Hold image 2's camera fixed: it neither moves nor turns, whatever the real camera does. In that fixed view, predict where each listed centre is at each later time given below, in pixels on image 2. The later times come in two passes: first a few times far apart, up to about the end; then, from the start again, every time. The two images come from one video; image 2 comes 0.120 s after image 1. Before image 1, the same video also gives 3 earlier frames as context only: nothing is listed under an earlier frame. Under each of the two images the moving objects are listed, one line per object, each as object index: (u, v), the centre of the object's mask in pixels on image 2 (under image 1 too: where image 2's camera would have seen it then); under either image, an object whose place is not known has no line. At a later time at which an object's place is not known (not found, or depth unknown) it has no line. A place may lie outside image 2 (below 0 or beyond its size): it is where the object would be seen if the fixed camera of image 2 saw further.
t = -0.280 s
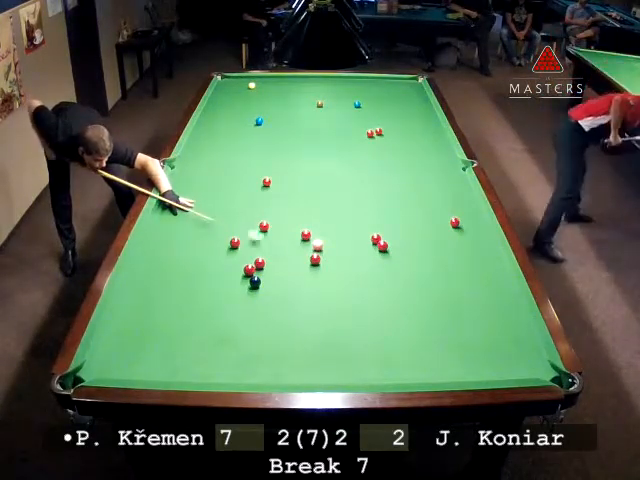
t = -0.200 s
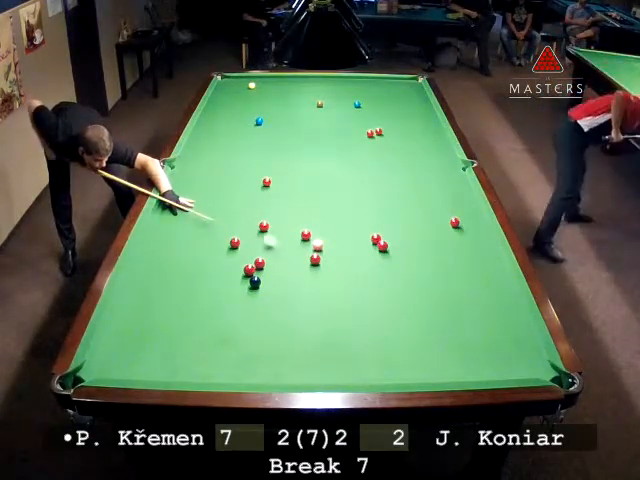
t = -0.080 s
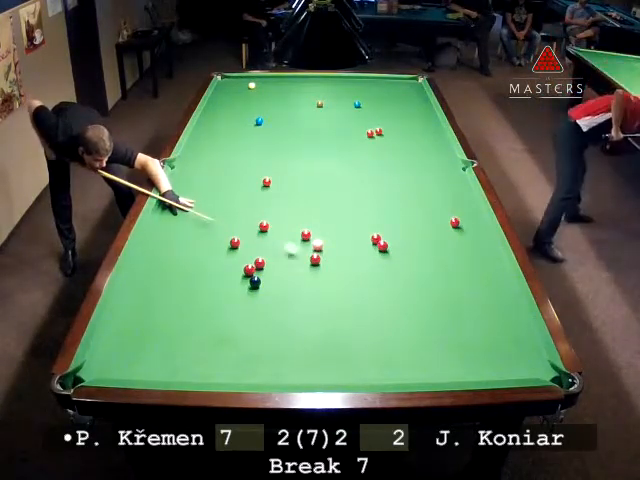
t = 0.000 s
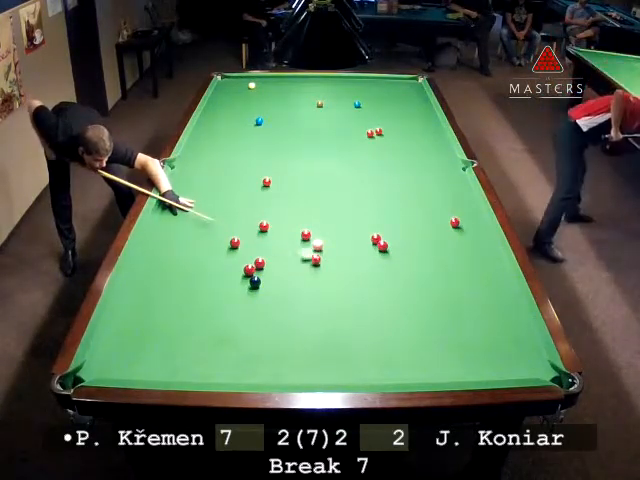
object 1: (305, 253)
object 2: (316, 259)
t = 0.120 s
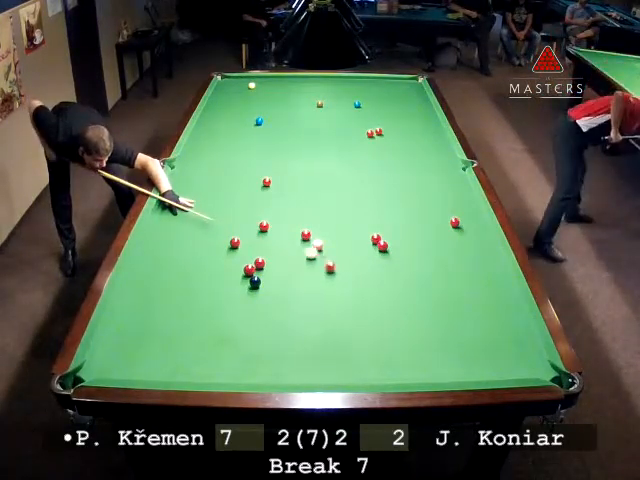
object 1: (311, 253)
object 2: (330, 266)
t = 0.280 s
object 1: (319, 253)
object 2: (346, 275)
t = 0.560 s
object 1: (331, 253)
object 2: (375, 290)
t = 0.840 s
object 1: (343, 253)
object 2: (403, 305)
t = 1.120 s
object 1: (354, 252)
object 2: (431, 319)
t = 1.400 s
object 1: (360, 252)
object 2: (459, 332)
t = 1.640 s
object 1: (366, 251)
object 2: (481, 344)
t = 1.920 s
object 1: (370, 251)
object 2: (506, 356)
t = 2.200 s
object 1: (373, 251)
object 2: (529, 366)
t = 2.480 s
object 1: (373, 251)
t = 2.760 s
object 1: (373, 251)
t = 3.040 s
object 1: (373, 251)
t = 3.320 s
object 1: (373, 251)
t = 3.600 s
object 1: (373, 251)
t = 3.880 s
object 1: (373, 251)
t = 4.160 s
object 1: (373, 251)
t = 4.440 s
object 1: (373, 251)
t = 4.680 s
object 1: (373, 251)
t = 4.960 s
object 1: (373, 251)
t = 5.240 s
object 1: (373, 251)
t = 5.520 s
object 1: (373, 251)
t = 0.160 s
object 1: (313, 253)
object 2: (334, 269)
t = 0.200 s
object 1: (315, 253)
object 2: (338, 271)
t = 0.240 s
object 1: (316, 253)
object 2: (342, 273)
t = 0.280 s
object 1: (319, 253)
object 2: (346, 275)
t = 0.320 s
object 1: (321, 253)
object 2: (350, 278)
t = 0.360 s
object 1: (322, 254)
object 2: (354, 280)
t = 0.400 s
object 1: (325, 253)
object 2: (358, 282)
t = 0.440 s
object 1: (327, 253)
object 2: (362, 284)
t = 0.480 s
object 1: (329, 254)
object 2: (366, 286)
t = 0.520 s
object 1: (330, 253)
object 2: (370, 288)
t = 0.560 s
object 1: (331, 253)
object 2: (375, 290)
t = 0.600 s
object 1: (334, 253)
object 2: (379, 293)
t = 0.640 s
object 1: (336, 253)
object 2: (383, 294)
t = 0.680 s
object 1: (337, 253)
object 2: (387, 297)
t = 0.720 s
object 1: (339, 252)
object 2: (391, 298)
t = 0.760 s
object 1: (340, 253)
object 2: (395, 301)
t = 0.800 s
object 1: (343, 253)
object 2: (399, 303)
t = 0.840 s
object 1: (343, 253)
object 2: (403, 305)
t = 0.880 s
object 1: (345, 253)
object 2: (407, 307)
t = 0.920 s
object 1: (345, 252)
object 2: (411, 309)
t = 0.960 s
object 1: (348, 253)
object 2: (415, 311)
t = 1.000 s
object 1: (349, 252)
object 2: (419, 313)
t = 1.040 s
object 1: (352, 252)
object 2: (423, 315)
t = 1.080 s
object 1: (353, 252)
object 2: (427, 317)
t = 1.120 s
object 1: (354, 252)
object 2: (431, 319)
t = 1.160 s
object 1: (355, 252)
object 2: (435, 321)
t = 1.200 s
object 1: (355, 252)
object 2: (439, 323)
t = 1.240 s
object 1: (357, 252)
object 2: (443, 325)
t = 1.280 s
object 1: (358, 252)
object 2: (447, 327)
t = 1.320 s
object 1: (359, 252)
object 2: (451, 329)
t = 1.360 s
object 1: (360, 252)
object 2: (455, 331)
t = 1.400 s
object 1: (360, 252)
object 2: (459, 332)
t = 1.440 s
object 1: (360, 252)
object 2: (462, 334)
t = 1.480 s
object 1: (362, 252)
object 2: (466, 336)
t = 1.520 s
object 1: (363, 252)
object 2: (470, 338)
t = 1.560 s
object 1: (364, 252)
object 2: (474, 340)
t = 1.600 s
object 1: (365, 252)
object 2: (478, 342)
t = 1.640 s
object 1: (366, 251)
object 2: (481, 344)
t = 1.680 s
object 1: (367, 251)
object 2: (485, 346)
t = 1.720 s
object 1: (368, 252)
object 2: (489, 347)
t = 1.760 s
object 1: (368, 251)
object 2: (492, 349)
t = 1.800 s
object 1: (369, 252)
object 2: (496, 351)
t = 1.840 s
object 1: (369, 252)
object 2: (499, 353)
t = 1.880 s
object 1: (370, 251)
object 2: (503, 354)
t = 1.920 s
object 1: (370, 251)
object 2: (506, 356)
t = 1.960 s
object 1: (370, 251)
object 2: (510, 358)
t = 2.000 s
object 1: (371, 251)
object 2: (513, 359)
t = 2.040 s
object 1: (371, 251)
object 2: (516, 361)
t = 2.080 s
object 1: (371, 251)
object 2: (520, 362)
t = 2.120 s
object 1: (372, 251)
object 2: (523, 364)
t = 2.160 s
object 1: (373, 251)
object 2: (526, 365)
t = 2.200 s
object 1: (373, 251)
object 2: (529, 366)
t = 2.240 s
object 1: (373, 251)
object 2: (533, 368)
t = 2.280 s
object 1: (373, 251)
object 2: (536, 369)
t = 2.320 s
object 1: (373, 251)
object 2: (539, 371)
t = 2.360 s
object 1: (373, 251)
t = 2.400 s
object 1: (373, 251)
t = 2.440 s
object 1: (373, 251)
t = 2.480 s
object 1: (373, 251)
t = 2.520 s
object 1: (373, 251)
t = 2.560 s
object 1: (373, 251)
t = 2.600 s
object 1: (373, 251)
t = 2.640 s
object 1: (373, 251)
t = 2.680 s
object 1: (373, 251)
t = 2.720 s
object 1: (373, 251)
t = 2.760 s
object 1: (373, 251)
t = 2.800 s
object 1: (373, 251)
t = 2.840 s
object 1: (373, 251)
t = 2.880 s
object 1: (373, 251)
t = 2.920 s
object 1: (373, 251)
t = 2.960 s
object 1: (373, 251)
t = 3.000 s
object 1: (373, 251)
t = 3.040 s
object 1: (373, 251)
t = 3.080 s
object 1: (373, 251)
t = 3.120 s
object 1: (373, 251)
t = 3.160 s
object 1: (373, 251)
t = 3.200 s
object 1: (373, 251)
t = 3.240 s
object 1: (373, 251)
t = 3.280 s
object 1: (373, 251)
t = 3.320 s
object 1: (373, 251)
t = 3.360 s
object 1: (373, 251)
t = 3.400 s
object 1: (373, 251)
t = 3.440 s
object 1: (373, 251)
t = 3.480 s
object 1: (373, 251)
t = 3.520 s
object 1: (373, 251)
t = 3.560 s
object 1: (373, 251)
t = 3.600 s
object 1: (373, 251)
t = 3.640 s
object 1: (373, 251)
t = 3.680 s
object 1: (373, 251)
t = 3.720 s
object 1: (373, 251)
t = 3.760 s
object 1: (373, 251)
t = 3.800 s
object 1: (373, 251)
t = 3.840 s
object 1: (373, 251)
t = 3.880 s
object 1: (373, 251)
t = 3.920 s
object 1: (373, 251)
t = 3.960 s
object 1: (373, 251)
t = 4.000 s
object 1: (373, 251)
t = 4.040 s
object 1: (373, 251)
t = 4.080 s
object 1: (373, 251)
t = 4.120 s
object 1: (373, 251)
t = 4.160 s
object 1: (373, 251)
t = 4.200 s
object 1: (373, 251)
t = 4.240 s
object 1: (373, 251)
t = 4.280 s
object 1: (373, 251)
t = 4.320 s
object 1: (373, 251)
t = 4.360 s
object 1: (373, 251)
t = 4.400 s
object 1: (373, 251)
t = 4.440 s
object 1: (373, 251)
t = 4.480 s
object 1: (373, 251)
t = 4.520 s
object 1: (373, 251)
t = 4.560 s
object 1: (373, 251)
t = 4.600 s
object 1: (373, 251)
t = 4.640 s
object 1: (373, 251)
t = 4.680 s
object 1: (373, 251)
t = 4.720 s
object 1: (373, 251)
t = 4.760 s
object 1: (373, 251)
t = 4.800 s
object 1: (373, 251)
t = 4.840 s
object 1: (373, 251)
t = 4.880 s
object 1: (373, 251)
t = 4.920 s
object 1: (373, 251)
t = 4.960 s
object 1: (373, 251)
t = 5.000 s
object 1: (373, 251)
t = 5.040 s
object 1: (373, 251)
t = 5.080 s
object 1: (373, 251)
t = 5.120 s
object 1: (373, 251)
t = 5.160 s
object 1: (373, 251)
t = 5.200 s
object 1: (373, 251)
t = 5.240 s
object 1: (373, 251)
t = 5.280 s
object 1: (373, 251)
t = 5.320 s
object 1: (373, 251)
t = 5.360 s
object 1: (373, 251)
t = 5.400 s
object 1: (373, 251)
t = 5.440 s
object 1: (373, 251)
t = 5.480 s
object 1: (373, 251)
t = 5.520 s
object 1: (373, 251)
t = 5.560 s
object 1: (373, 251)
